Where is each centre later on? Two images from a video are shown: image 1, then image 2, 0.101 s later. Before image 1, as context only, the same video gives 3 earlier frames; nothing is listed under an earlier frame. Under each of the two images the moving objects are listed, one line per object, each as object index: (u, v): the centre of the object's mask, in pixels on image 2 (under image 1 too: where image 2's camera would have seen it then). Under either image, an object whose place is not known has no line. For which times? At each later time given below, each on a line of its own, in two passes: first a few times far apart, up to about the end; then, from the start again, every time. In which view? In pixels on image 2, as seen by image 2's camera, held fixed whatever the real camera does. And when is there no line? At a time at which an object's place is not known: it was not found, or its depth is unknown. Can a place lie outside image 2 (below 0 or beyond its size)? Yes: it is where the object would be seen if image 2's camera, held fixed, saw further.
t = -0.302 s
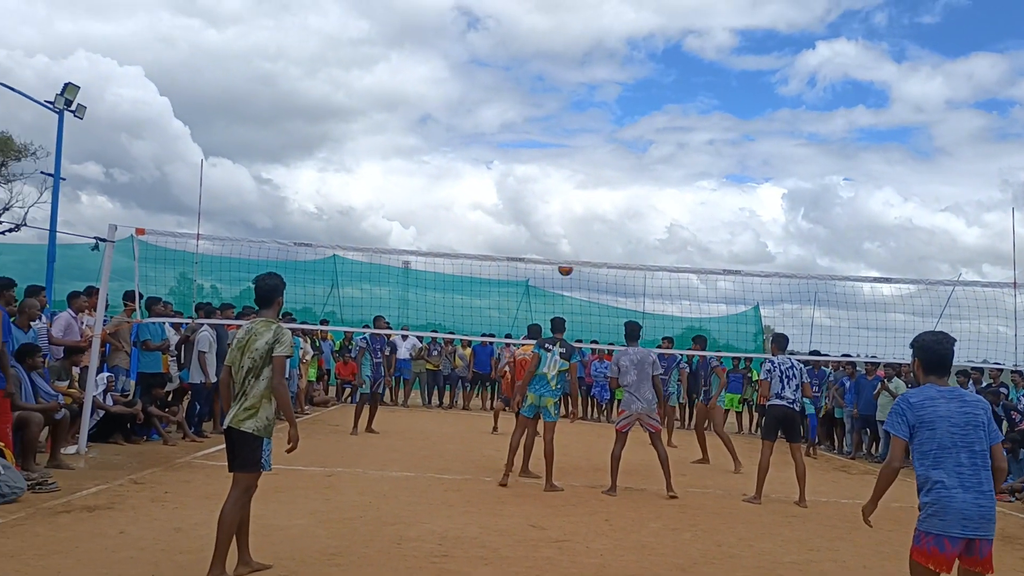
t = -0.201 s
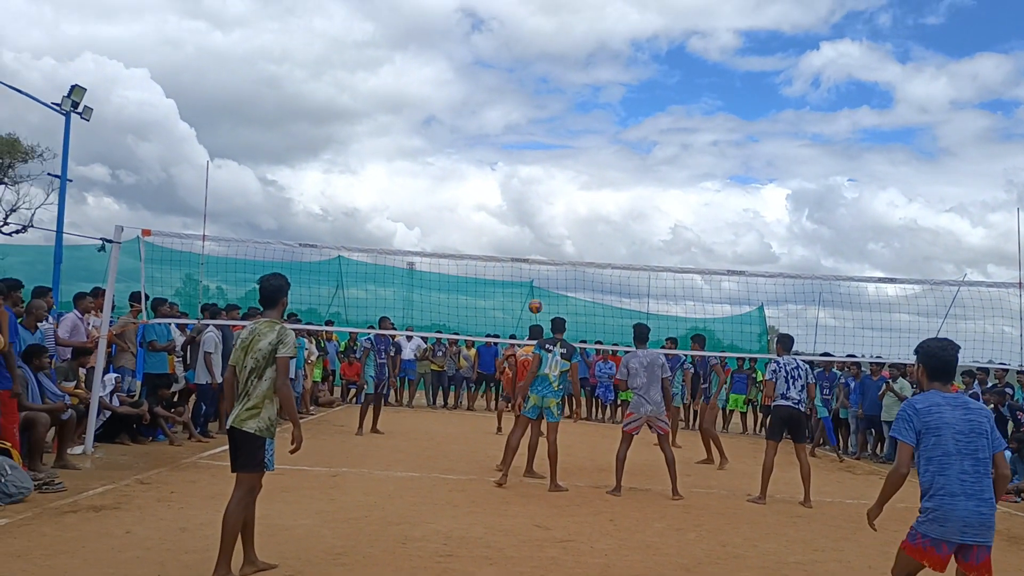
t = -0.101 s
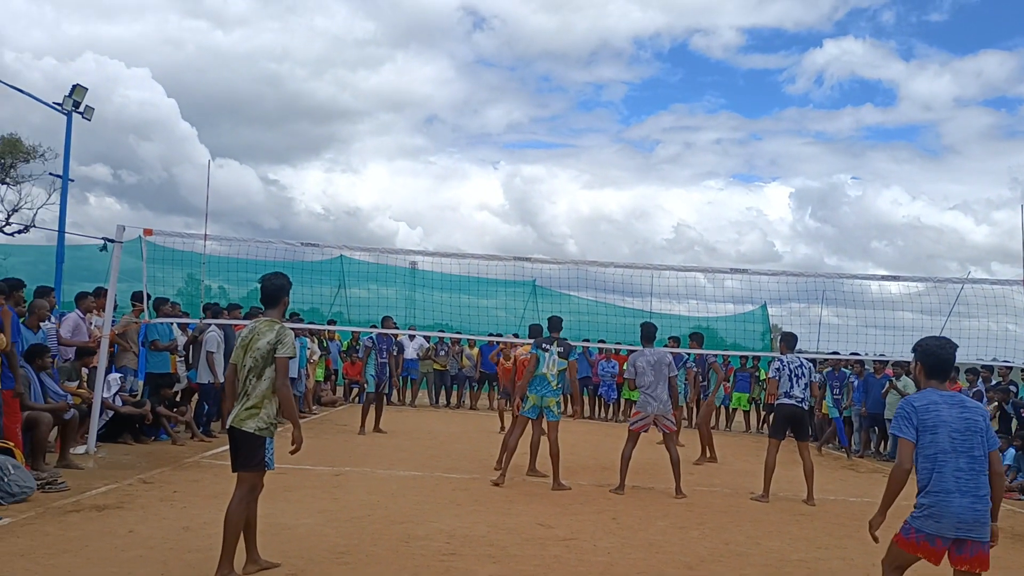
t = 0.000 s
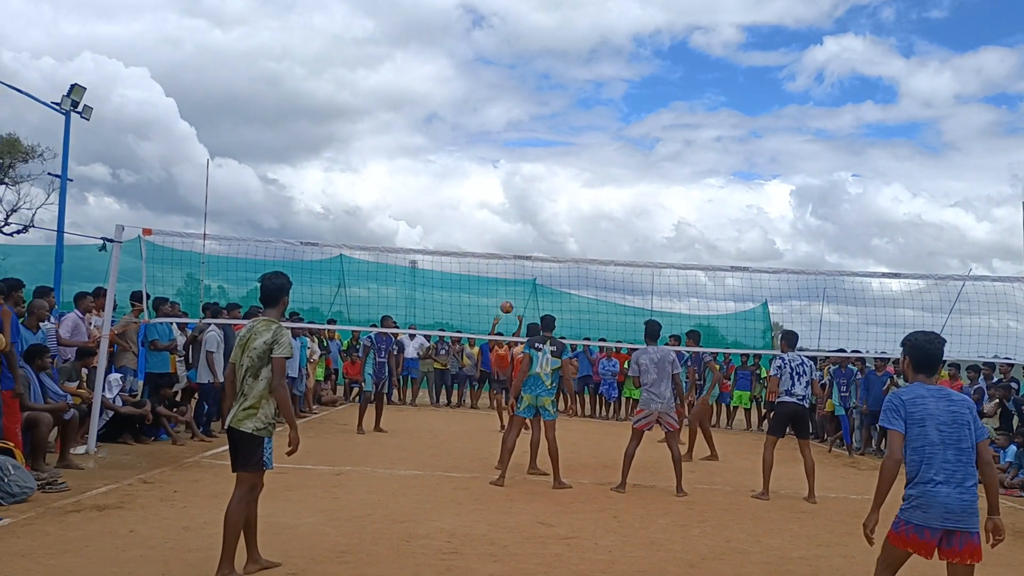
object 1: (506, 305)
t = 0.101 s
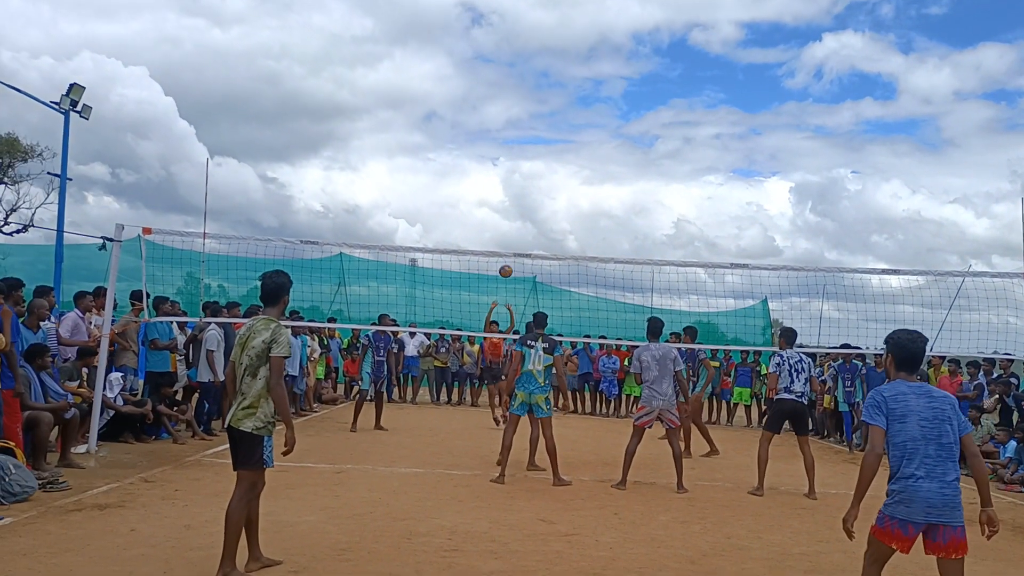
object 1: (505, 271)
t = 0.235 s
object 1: (503, 233)
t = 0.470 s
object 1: (497, 189)
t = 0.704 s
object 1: (487, 178)
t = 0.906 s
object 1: (475, 200)
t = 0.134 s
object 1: (505, 262)
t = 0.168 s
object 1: (505, 248)
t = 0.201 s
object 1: (504, 242)
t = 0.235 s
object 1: (503, 233)
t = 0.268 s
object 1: (503, 225)
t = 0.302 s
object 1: (502, 217)
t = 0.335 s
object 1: (501, 210)
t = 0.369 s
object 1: (500, 204)
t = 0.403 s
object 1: (499, 198)
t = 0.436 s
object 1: (498, 193)
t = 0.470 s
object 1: (497, 189)
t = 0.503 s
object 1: (496, 185)
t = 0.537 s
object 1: (495, 182)
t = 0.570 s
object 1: (494, 180)
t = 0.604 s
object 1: (492, 178)
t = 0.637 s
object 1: (490, 177)
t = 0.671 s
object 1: (489, 177)
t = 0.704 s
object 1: (487, 178)
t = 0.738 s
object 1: (485, 179)
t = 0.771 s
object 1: (483, 182)
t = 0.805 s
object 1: (481, 185)
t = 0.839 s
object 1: (480, 189)
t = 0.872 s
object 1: (477, 194)
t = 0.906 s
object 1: (475, 200)
